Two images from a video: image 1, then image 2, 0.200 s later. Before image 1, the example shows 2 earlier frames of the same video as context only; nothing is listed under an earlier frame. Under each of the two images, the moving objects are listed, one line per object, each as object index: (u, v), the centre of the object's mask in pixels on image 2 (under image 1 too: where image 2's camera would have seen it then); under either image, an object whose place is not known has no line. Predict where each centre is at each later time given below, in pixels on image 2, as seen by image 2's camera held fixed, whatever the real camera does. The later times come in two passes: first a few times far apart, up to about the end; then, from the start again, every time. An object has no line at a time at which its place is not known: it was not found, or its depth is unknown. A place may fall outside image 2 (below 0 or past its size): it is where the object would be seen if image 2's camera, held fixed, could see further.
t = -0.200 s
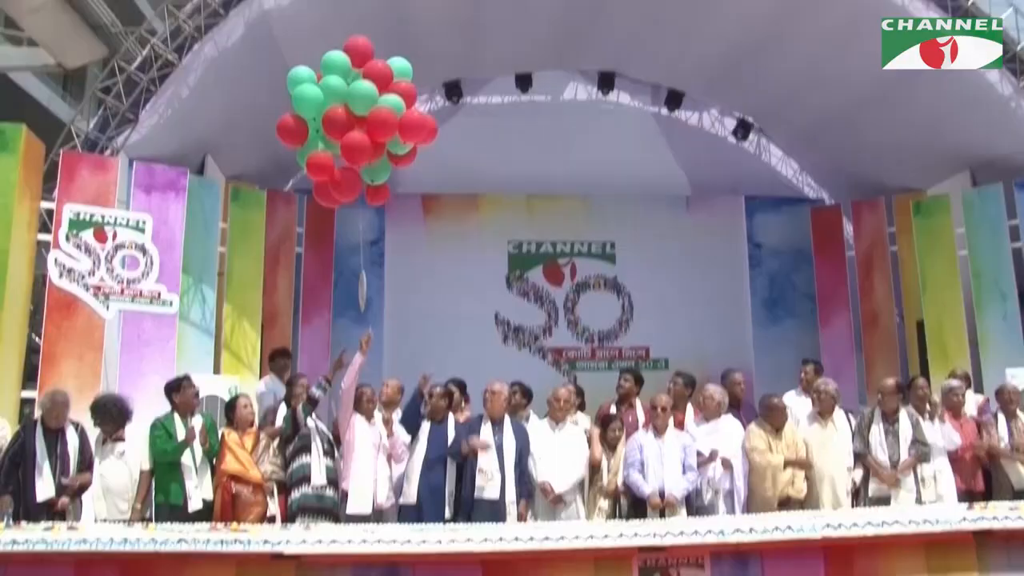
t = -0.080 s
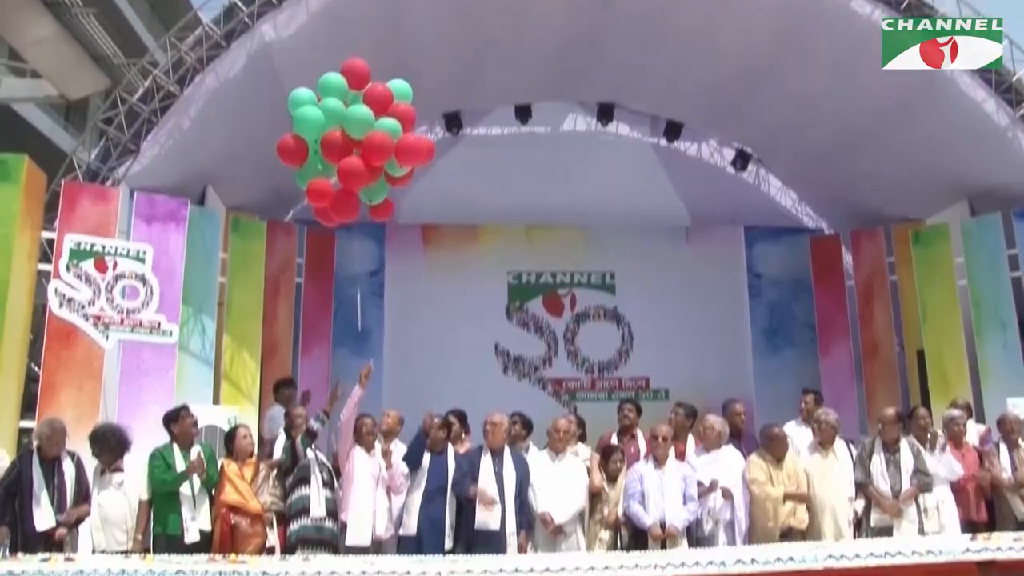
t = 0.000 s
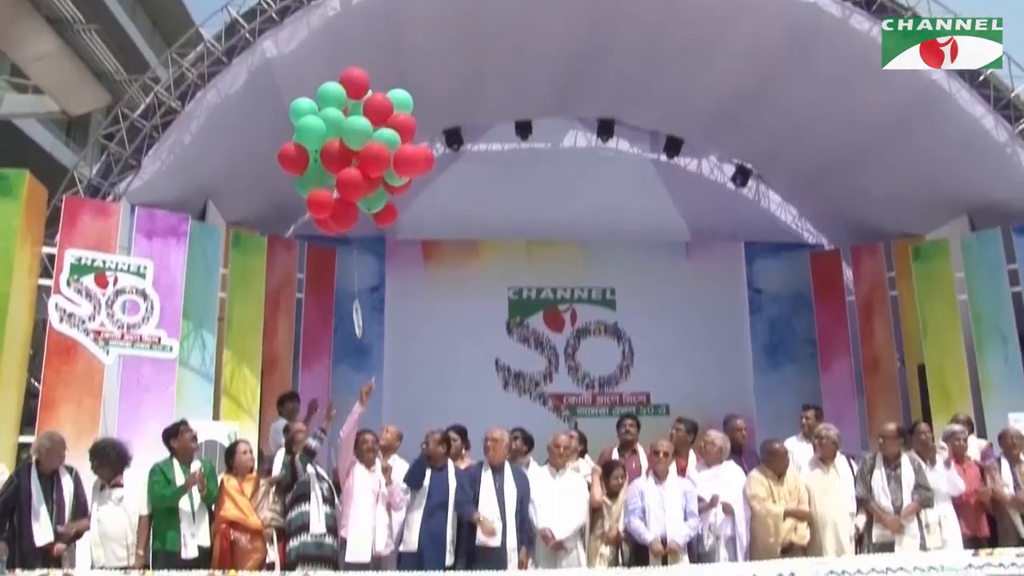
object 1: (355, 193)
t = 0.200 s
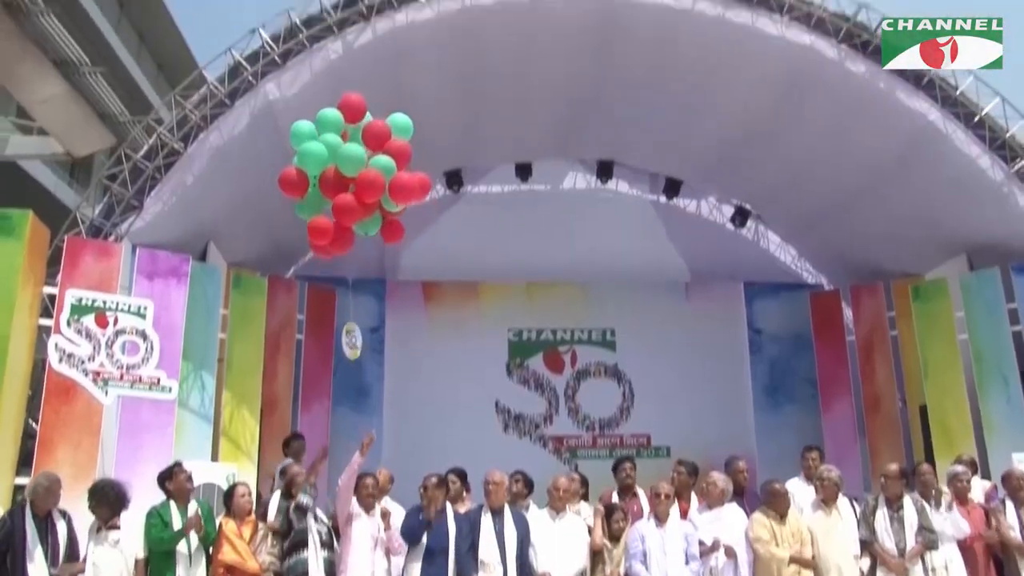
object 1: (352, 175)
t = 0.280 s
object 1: (350, 168)
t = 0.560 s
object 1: (344, 148)
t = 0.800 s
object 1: (337, 129)
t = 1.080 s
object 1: (330, 106)
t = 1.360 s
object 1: (327, 80)
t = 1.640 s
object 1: (324, 56)
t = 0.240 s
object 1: (351, 172)
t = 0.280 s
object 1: (350, 168)
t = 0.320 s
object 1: (349, 165)
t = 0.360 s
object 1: (348, 162)
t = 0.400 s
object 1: (348, 159)
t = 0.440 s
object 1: (347, 156)
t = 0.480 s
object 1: (346, 153)
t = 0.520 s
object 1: (345, 151)
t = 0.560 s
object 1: (344, 148)
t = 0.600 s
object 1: (343, 145)
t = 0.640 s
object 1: (342, 142)
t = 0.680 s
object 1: (340, 138)
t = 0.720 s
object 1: (339, 135)
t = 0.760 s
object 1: (337, 132)
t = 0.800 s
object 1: (337, 129)
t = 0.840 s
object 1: (335, 126)
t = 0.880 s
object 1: (335, 123)
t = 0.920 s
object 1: (334, 120)
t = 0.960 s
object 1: (333, 116)
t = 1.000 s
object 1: (332, 113)
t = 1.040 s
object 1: (331, 109)
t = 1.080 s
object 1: (330, 106)
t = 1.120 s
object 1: (329, 102)
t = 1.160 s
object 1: (328, 98)
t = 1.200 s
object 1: (328, 95)
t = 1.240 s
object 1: (328, 91)
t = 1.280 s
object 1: (327, 87)
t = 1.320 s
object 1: (327, 84)
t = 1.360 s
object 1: (327, 80)
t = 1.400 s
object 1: (327, 77)
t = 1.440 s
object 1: (326, 73)
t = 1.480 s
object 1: (326, 70)
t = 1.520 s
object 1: (325, 66)
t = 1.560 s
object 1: (324, 63)
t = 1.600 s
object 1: (324, 59)
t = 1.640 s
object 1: (324, 56)
